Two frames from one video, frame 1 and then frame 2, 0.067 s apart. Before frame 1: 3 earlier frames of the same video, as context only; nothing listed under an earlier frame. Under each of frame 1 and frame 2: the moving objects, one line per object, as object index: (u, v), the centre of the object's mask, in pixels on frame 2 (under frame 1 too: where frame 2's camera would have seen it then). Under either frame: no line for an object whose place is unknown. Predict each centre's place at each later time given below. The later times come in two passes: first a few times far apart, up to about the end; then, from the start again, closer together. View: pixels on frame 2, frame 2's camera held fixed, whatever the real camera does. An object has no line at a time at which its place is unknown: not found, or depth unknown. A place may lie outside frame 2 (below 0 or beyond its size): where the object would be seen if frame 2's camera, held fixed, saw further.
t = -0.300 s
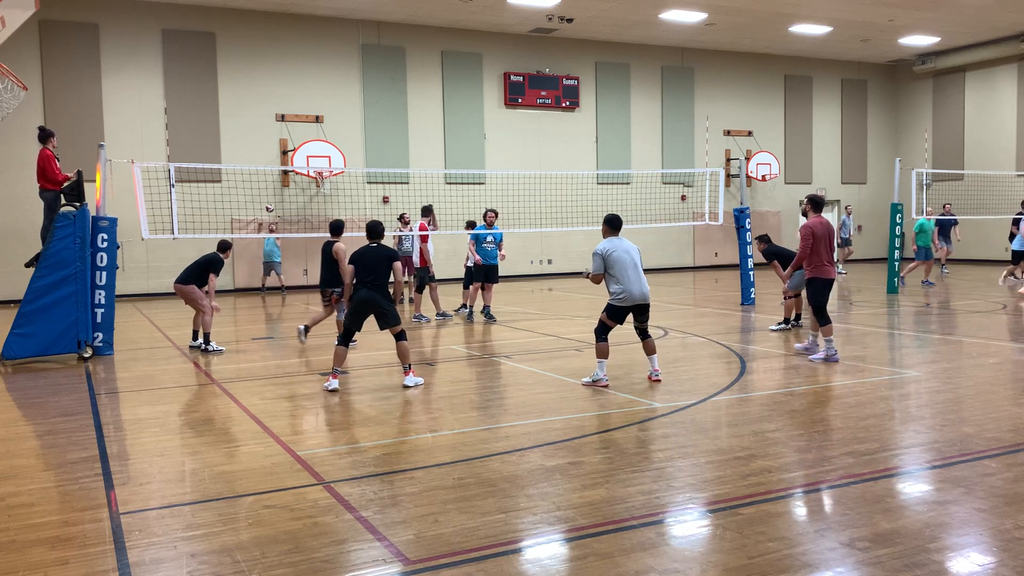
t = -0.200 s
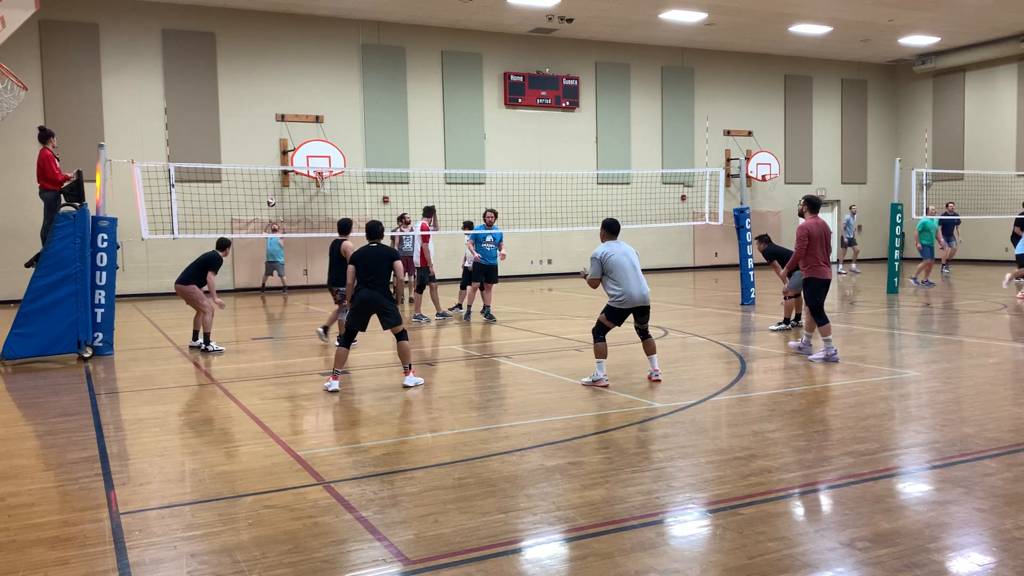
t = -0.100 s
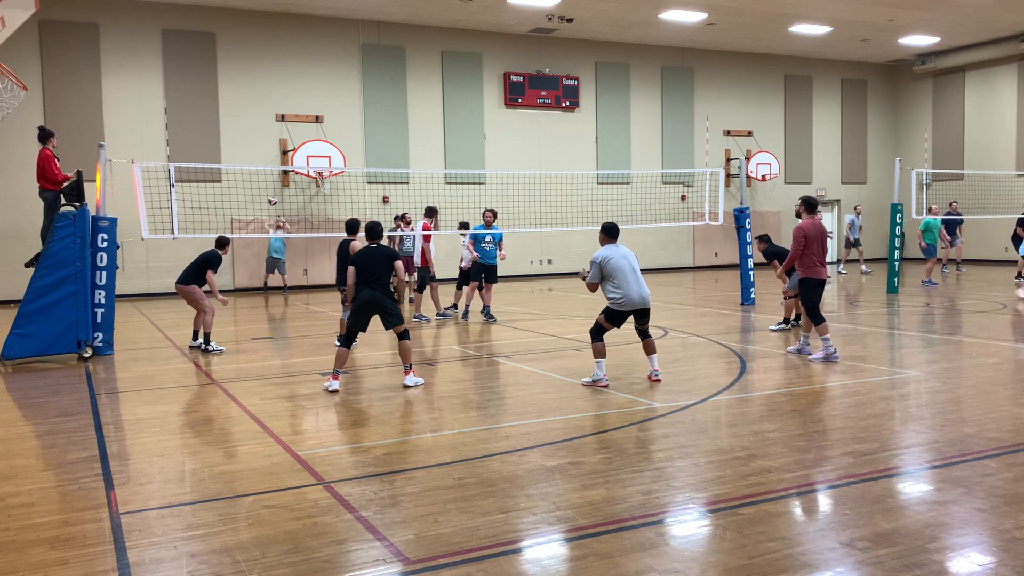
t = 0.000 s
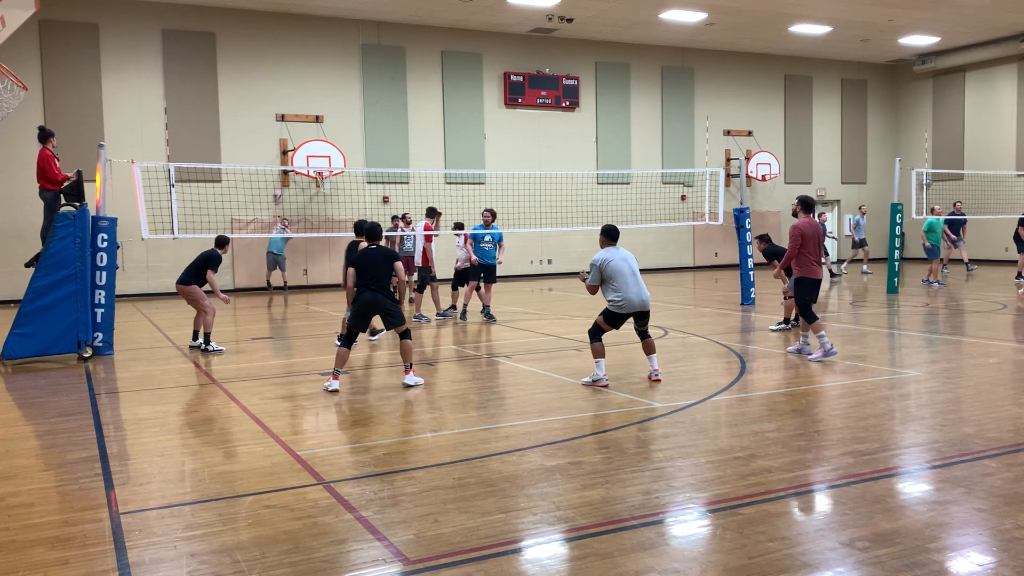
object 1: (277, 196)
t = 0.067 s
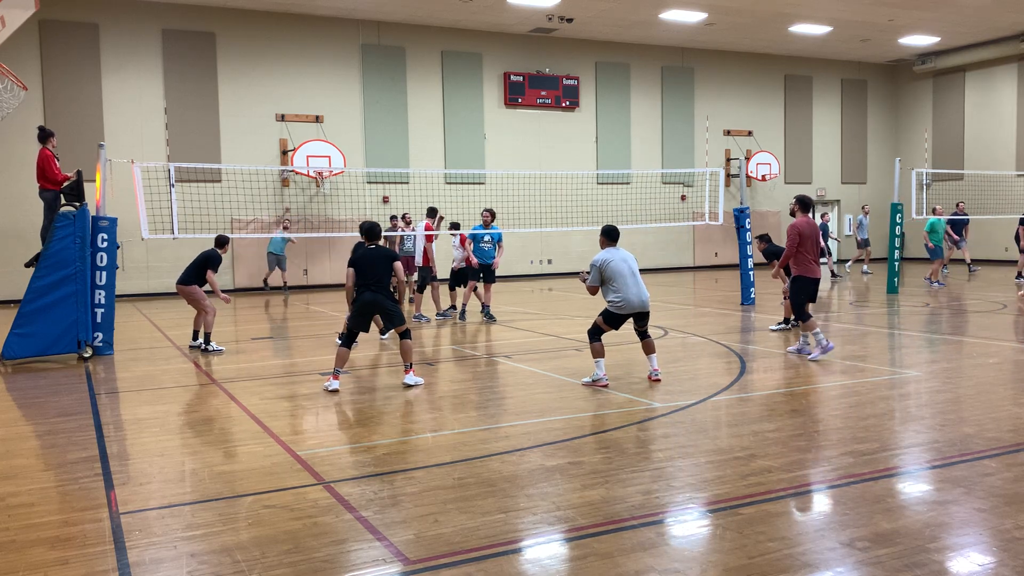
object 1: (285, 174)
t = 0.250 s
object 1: (309, 126)
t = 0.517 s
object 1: (352, 70)
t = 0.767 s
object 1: (406, 52)
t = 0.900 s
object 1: (443, 59)
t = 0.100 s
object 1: (288, 164)
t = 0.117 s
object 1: (290, 162)
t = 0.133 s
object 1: (294, 158)
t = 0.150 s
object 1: (295, 153)
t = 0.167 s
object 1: (297, 149)
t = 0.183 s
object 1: (299, 142)
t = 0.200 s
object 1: (302, 139)
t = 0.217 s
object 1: (304, 135)
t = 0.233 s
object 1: (306, 131)
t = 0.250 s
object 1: (309, 126)
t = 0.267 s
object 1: (312, 122)
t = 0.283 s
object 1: (314, 116)
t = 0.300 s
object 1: (316, 113)
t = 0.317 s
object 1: (319, 109)
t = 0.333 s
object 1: (321, 105)
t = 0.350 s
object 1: (323, 101)
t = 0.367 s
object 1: (326, 98)
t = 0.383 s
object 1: (329, 94)
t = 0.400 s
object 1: (331, 91)
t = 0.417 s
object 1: (334, 88)
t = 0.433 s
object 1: (337, 85)
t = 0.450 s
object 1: (339, 82)
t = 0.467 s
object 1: (342, 79)
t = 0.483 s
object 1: (345, 76)
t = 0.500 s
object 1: (349, 73)
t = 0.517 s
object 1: (352, 70)
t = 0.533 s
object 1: (354, 68)
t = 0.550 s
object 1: (358, 66)
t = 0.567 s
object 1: (361, 64)
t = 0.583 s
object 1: (364, 62)
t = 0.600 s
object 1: (367, 60)
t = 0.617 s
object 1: (371, 58)
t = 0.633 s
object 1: (374, 57)
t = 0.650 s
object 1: (378, 55)
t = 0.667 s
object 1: (381, 54)
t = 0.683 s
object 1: (385, 53)
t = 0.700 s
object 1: (389, 53)
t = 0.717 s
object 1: (393, 52)
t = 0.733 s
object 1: (398, 52)
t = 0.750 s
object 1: (402, 52)
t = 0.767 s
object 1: (406, 52)
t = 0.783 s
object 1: (410, 52)
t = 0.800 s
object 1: (415, 52)
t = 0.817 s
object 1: (419, 53)
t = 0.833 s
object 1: (424, 53)
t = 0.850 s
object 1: (428, 54)
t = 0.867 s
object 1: (433, 56)
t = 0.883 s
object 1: (438, 58)
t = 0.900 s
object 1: (443, 59)
